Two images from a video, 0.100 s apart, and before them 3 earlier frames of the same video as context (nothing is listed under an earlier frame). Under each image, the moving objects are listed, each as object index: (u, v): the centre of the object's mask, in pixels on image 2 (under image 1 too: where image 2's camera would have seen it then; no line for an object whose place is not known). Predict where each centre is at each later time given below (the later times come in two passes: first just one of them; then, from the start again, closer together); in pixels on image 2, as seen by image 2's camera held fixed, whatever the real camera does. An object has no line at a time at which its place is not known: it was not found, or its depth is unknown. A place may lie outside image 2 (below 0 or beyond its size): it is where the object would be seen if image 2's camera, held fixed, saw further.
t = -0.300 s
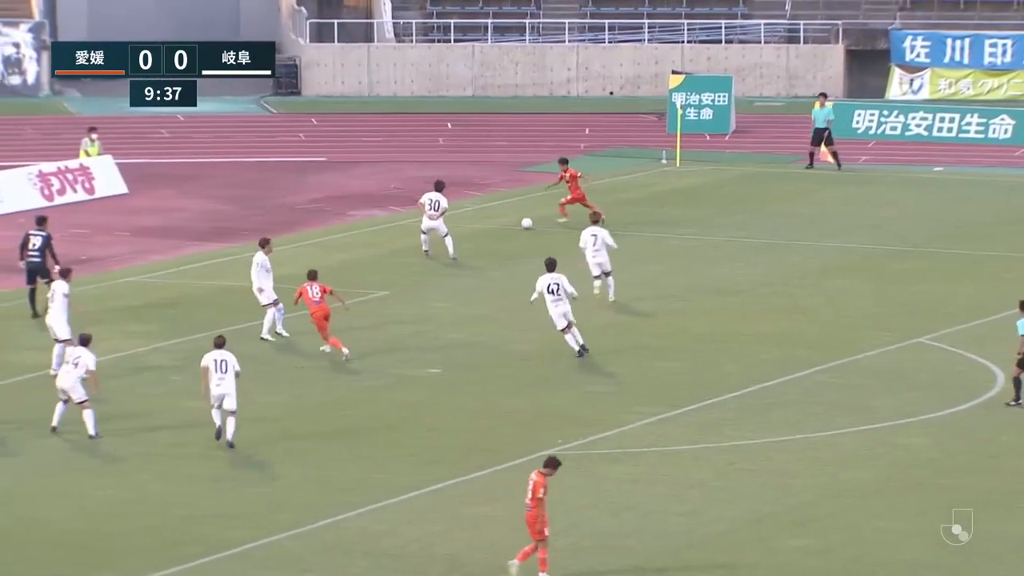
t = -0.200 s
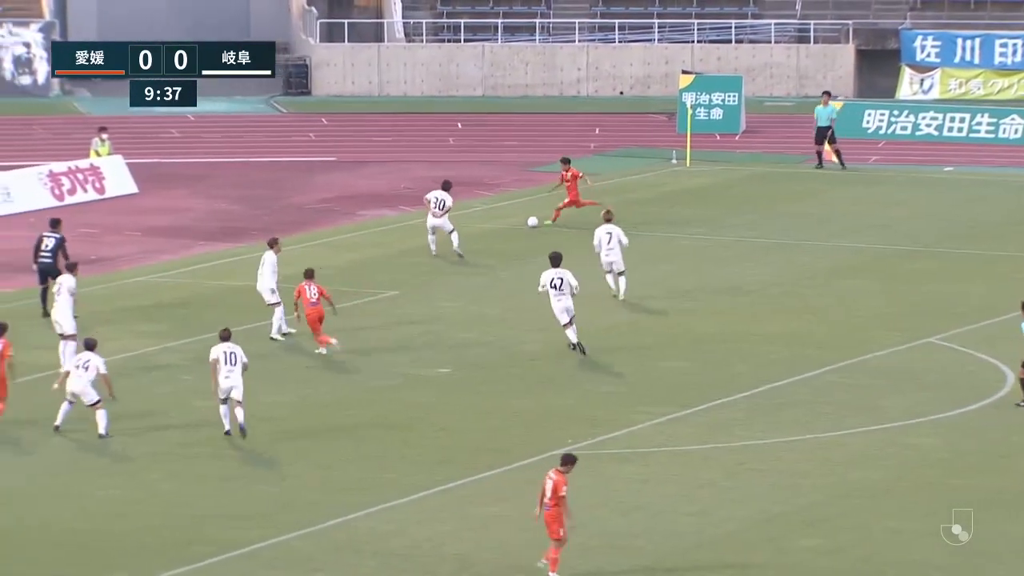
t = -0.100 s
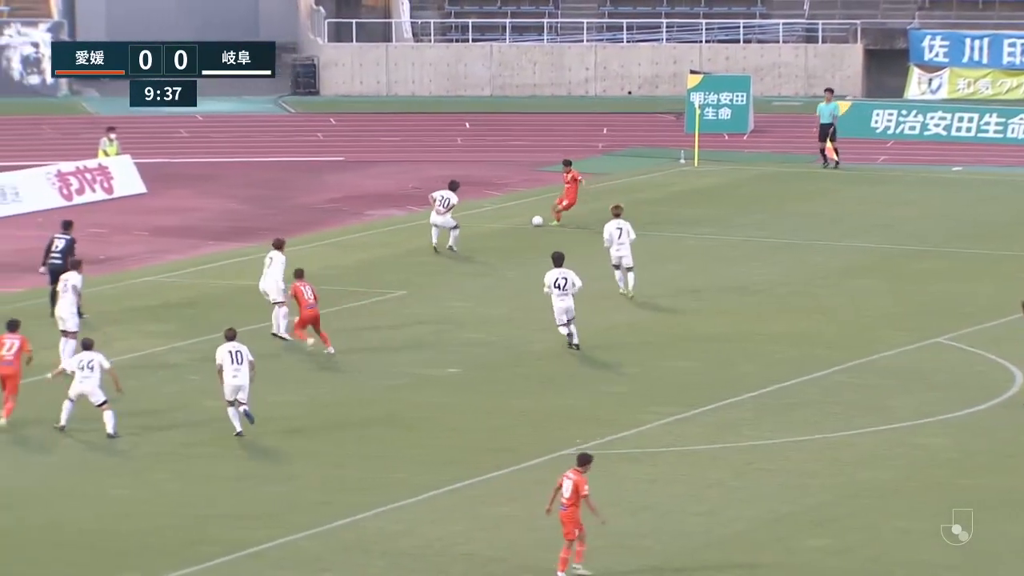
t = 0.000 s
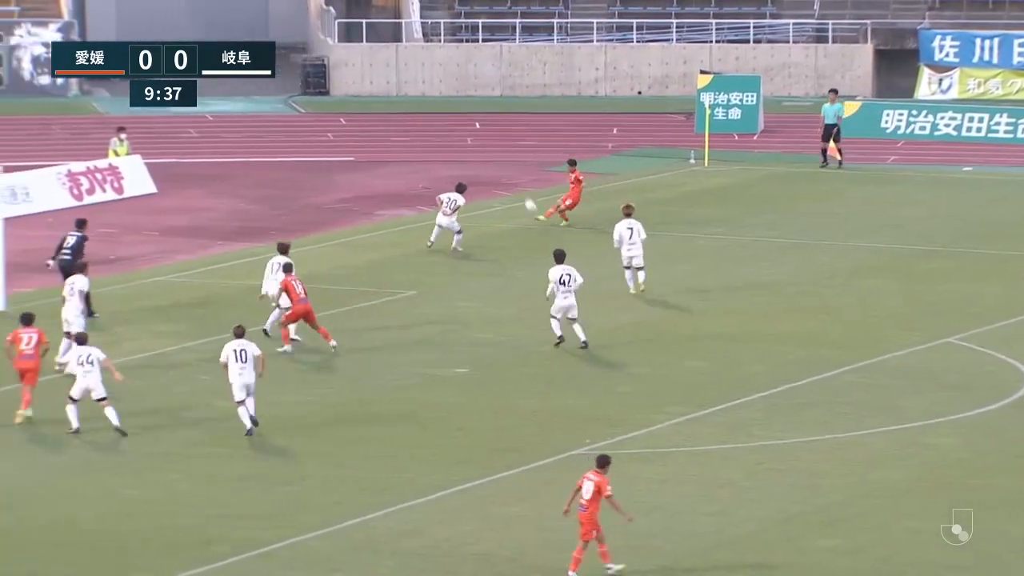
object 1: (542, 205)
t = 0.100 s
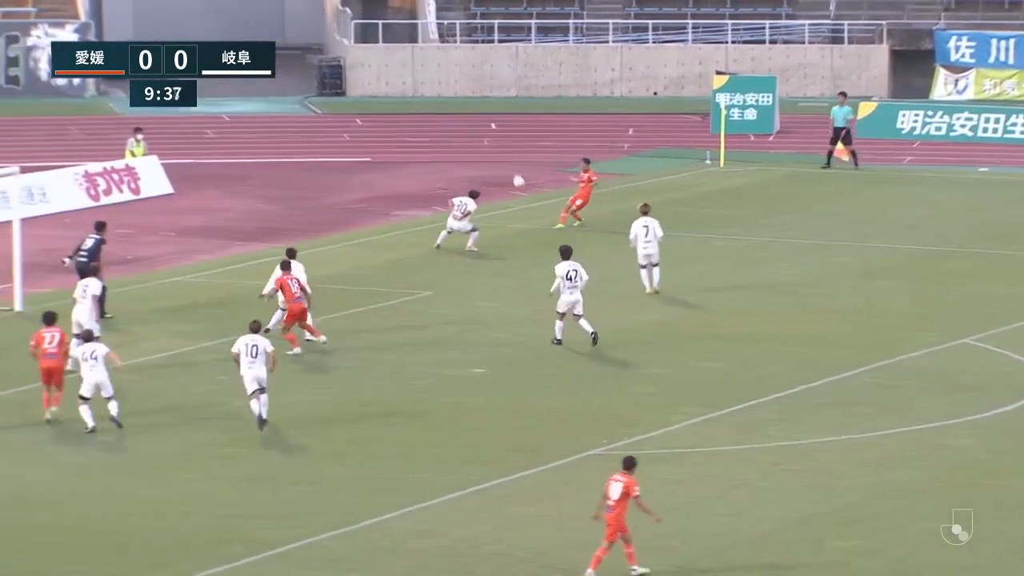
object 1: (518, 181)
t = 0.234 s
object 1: (494, 156)
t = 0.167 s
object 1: (504, 167)
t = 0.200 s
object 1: (499, 162)
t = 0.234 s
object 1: (494, 156)
